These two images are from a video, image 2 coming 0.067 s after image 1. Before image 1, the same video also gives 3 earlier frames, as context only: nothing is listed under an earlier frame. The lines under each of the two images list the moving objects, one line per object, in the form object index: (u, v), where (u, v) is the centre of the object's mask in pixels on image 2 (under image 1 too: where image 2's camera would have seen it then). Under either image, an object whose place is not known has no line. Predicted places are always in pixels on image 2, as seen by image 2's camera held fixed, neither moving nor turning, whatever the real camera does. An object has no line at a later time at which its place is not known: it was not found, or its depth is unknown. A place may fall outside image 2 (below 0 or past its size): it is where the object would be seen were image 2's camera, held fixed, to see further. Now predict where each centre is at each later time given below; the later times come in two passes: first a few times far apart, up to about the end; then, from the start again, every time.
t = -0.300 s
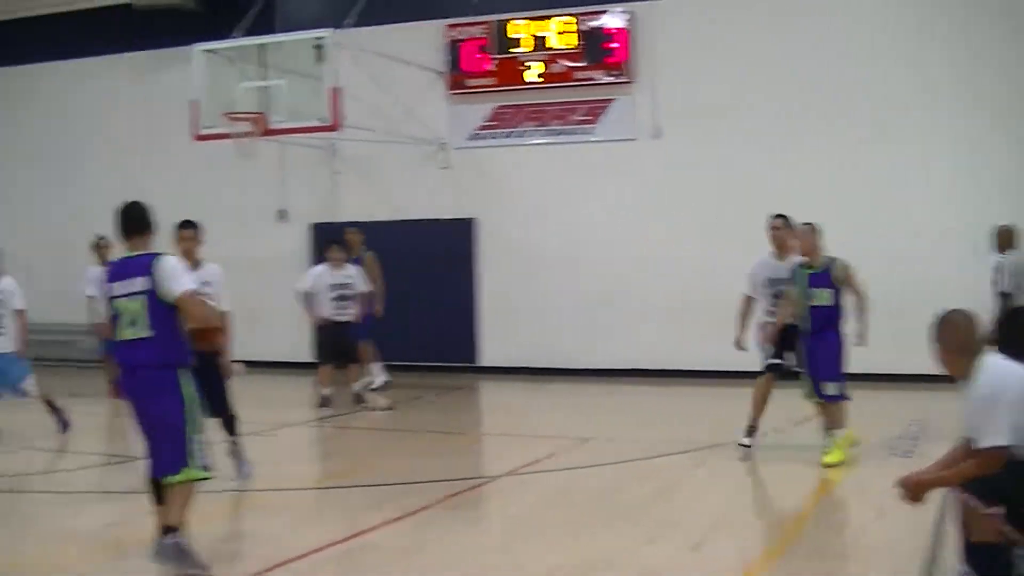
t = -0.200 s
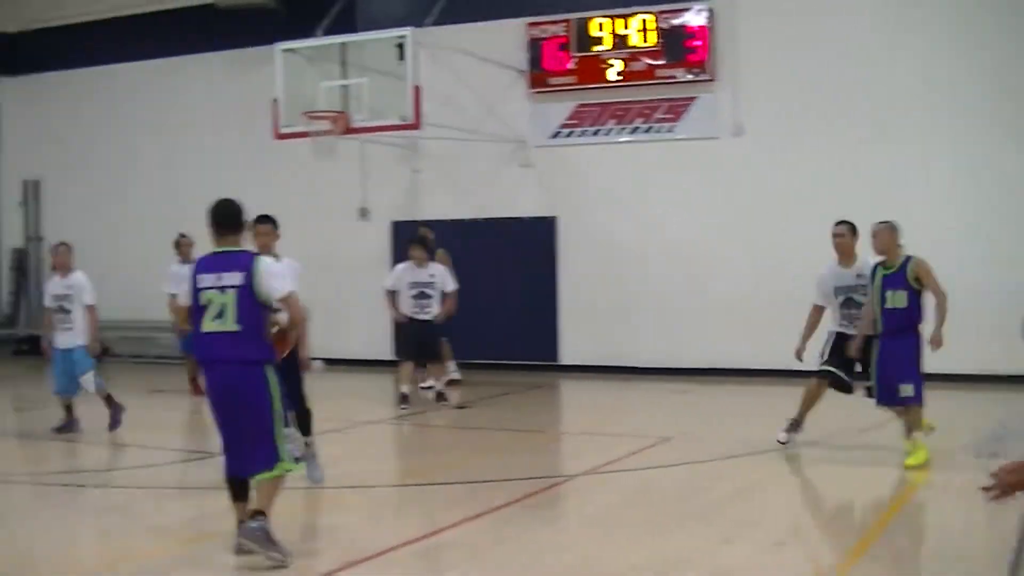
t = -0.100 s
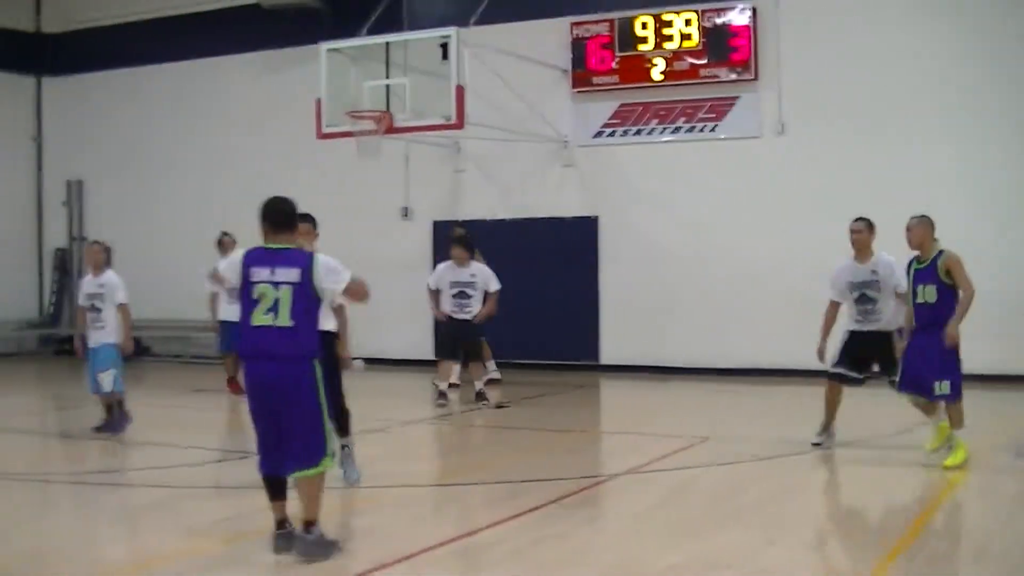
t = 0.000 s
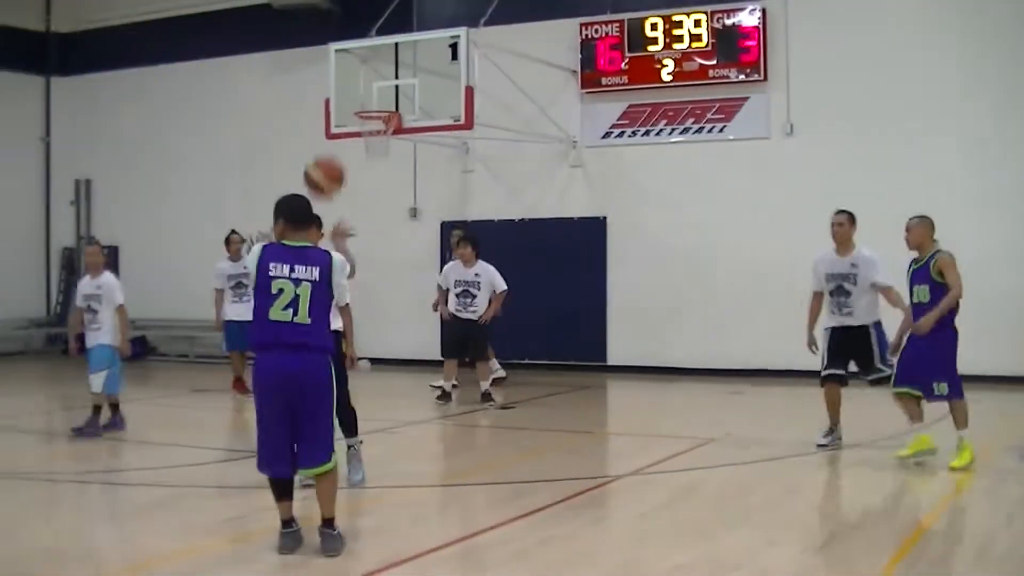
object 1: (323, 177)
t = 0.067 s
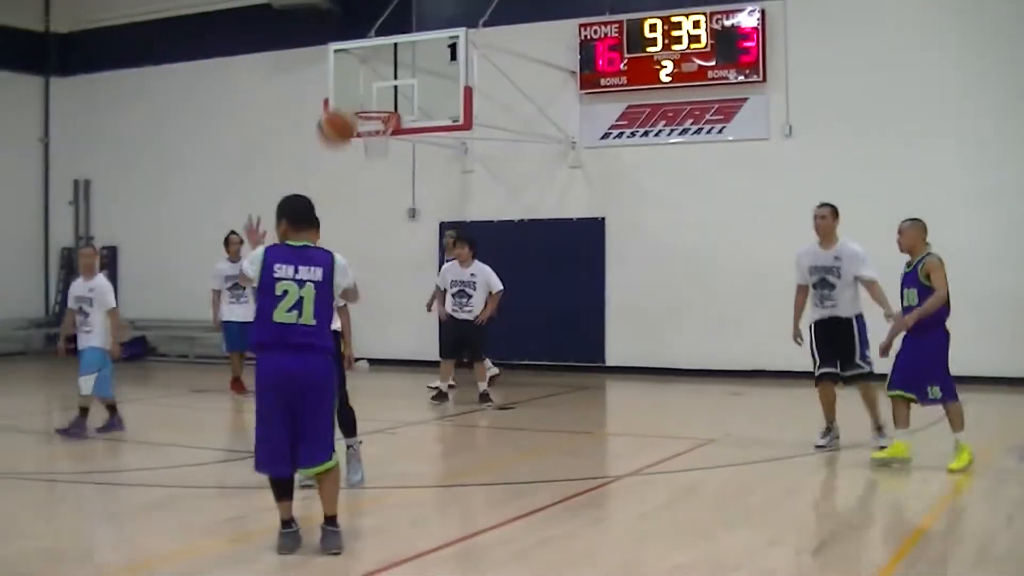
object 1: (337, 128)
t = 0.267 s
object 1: (378, 40)
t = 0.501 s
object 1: (409, 28)
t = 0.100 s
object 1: (345, 105)
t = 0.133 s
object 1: (352, 88)
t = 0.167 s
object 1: (357, 73)
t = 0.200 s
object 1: (362, 61)
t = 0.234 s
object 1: (369, 48)
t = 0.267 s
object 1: (378, 40)
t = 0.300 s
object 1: (385, 32)
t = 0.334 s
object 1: (390, 28)
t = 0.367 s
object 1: (394, 26)
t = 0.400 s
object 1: (399, 24)
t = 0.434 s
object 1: (403, 24)
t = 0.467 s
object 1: (407, 25)
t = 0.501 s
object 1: (409, 28)
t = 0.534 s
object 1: (412, 32)
